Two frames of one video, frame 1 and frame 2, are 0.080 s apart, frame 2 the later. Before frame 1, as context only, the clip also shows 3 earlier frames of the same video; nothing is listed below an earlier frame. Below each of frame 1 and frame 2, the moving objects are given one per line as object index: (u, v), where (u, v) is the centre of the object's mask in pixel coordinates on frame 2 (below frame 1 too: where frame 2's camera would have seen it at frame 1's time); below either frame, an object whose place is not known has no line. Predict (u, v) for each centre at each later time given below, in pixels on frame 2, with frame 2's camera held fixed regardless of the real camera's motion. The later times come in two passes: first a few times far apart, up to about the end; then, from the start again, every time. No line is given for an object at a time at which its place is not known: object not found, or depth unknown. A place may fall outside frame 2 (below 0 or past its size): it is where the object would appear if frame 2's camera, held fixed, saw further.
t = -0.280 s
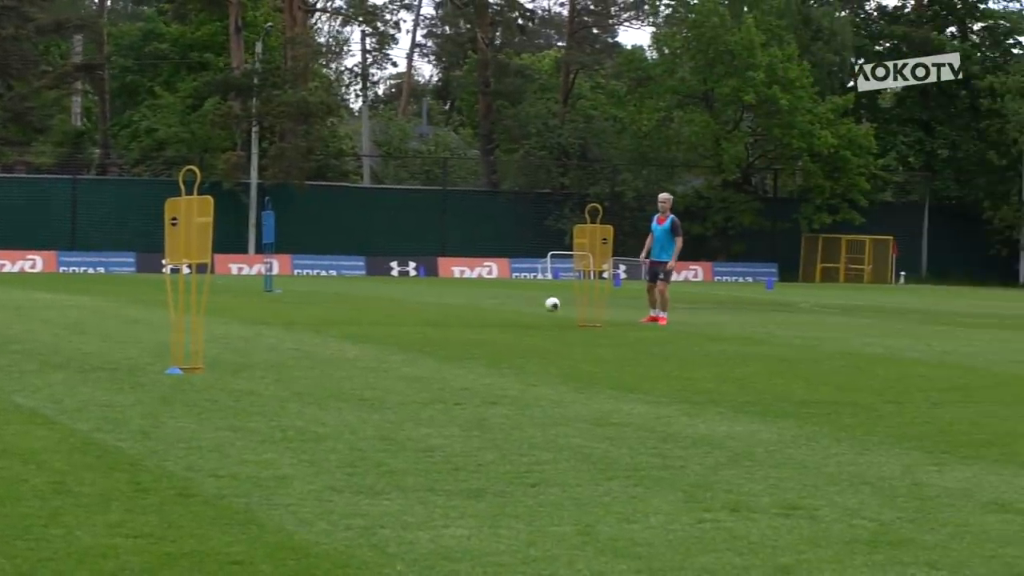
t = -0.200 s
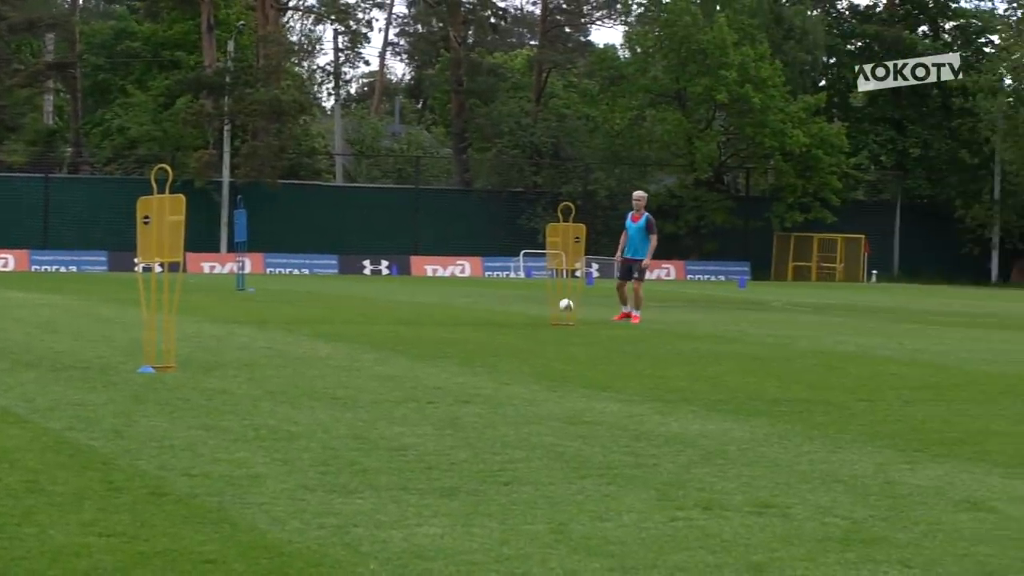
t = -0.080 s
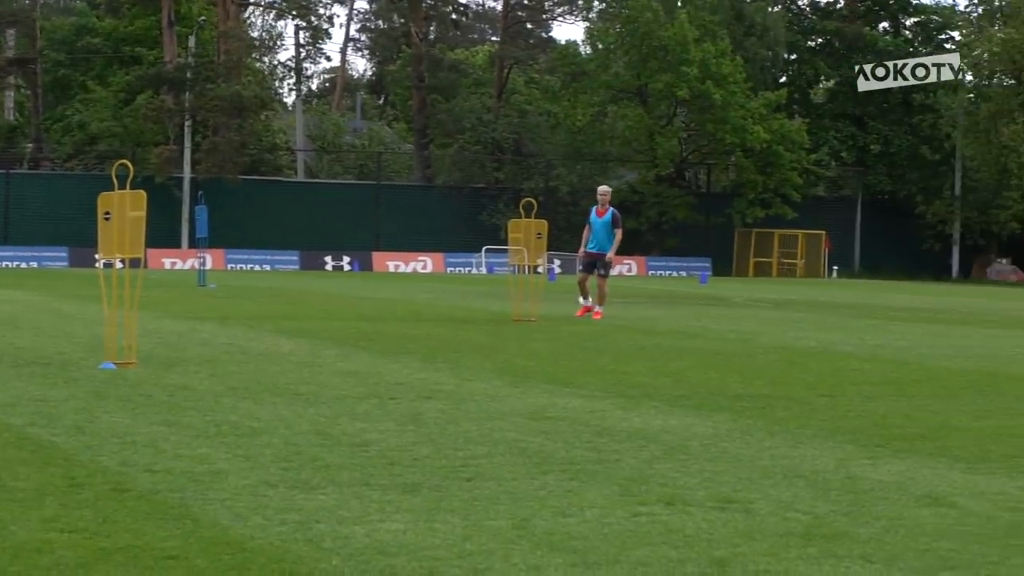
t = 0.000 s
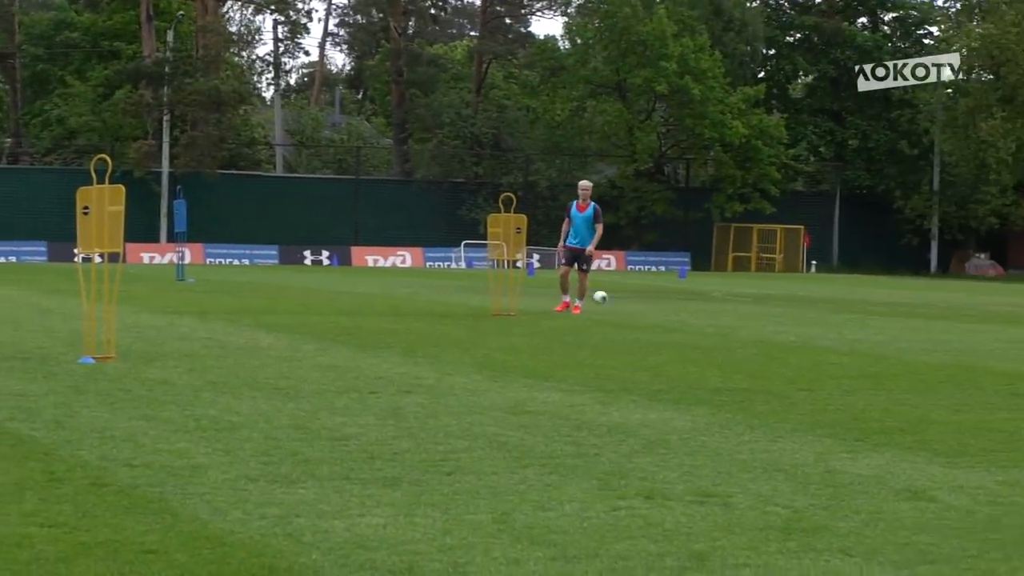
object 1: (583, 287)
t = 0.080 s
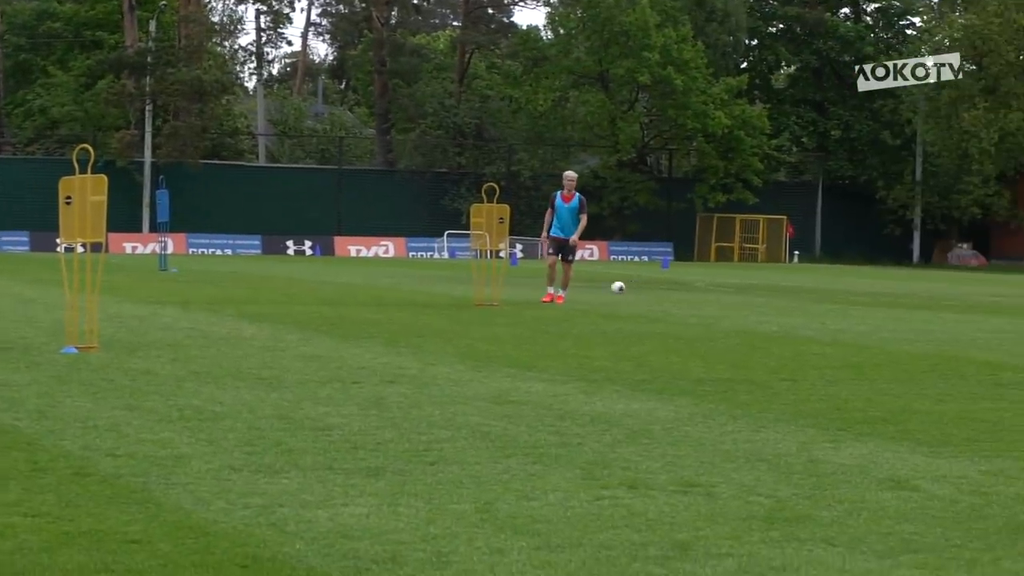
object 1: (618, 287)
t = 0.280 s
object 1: (699, 289)
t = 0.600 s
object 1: (816, 290)
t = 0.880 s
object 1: (909, 291)
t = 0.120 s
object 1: (635, 288)
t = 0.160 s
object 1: (651, 288)
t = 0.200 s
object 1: (667, 288)
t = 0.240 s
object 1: (684, 288)
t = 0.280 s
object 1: (699, 289)
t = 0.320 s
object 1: (714, 288)
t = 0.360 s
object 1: (730, 289)
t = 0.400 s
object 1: (745, 289)
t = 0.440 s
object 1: (759, 289)
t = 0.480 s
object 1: (774, 290)
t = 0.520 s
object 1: (788, 290)
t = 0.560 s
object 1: (802, 290)
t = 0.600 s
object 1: (816, 290)
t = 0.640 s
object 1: (830, 291)
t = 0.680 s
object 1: (844, 291)
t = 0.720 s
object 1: (857, 290)
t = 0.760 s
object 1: (870, 290)
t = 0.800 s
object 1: (883, 291)
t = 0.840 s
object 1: (896, 290)
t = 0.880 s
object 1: (909, 291)
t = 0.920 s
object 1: (922, 292)
